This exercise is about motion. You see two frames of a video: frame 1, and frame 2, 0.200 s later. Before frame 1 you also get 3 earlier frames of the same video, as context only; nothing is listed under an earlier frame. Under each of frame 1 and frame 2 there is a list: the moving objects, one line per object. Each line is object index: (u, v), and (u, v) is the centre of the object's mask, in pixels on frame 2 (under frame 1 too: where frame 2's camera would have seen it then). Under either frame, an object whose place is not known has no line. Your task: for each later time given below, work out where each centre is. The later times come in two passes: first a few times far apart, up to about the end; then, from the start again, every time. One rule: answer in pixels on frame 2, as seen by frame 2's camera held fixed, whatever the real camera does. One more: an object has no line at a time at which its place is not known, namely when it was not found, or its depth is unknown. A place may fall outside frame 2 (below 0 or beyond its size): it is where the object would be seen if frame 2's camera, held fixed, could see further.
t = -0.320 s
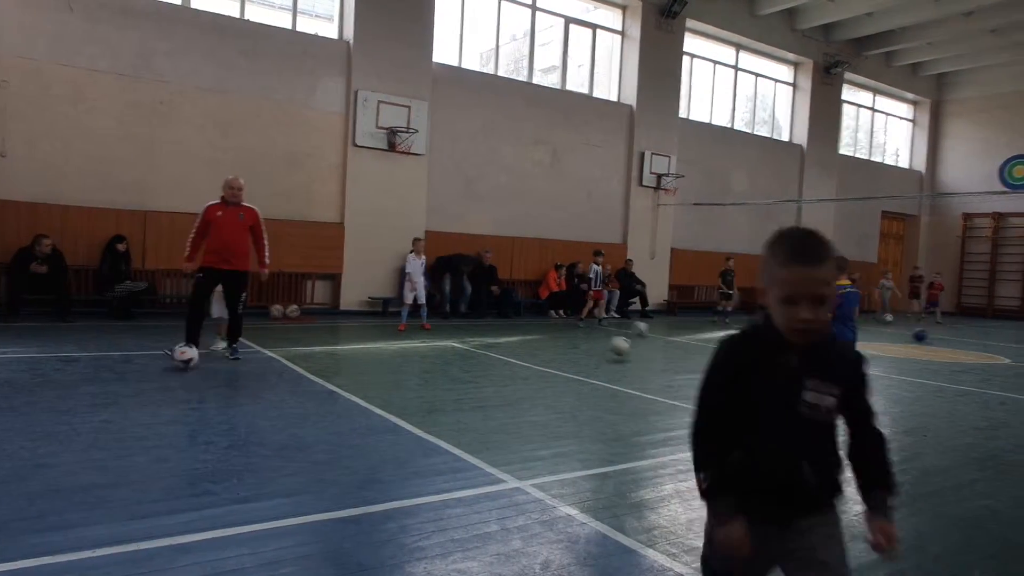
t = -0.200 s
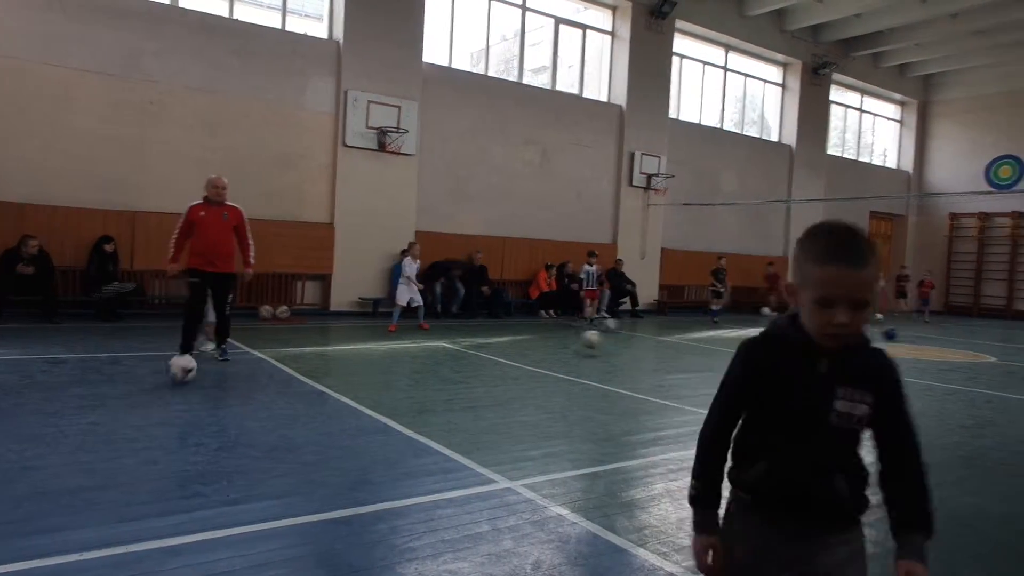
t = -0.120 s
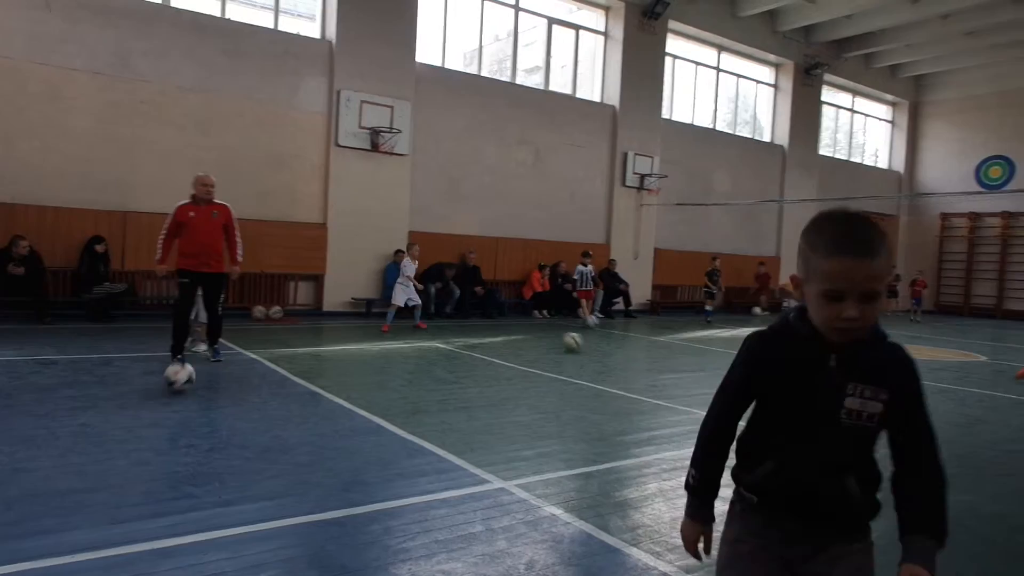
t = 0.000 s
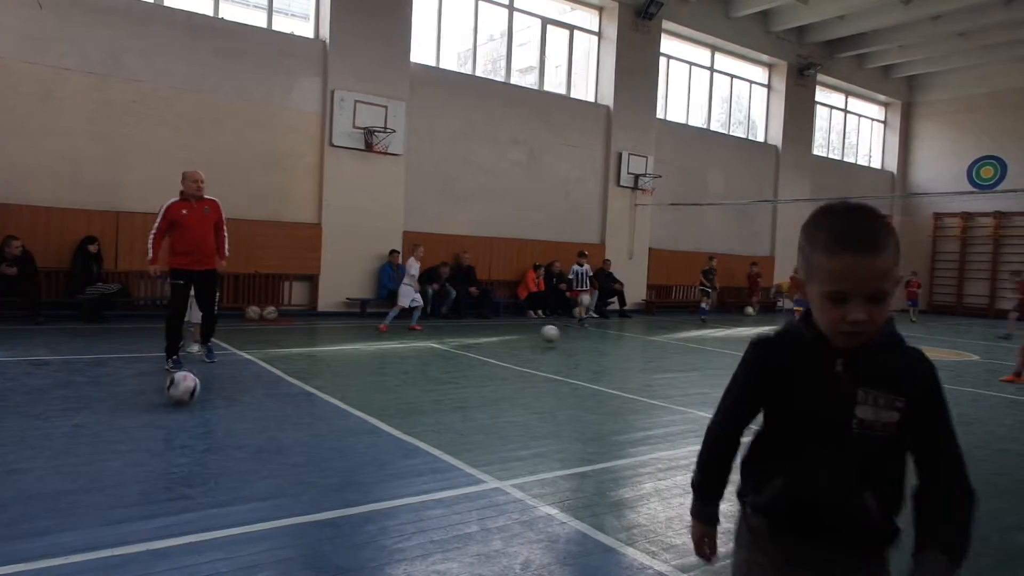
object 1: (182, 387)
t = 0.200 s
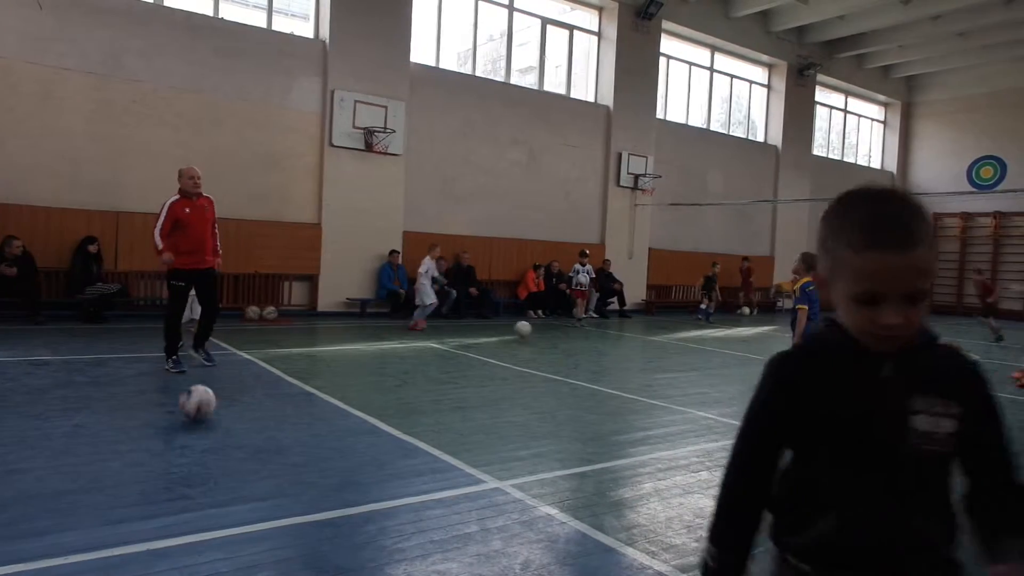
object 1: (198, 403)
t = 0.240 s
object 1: (201, 406)
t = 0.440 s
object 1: (219, 425)
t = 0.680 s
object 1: (247, 452)
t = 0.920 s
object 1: (287, 488)
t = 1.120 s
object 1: (327, 524)
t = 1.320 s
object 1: (385, 557)
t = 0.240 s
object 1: (201, 406)
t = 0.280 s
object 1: (205, 410)
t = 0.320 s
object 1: (208, 413)
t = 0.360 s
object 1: (212, 416)
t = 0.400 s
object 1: (216, 420)
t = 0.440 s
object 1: (219, 425)
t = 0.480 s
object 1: (224, 428)
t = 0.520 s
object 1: (228, 433)
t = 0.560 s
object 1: (232, 437)
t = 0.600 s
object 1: (237, 441)
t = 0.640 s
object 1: (243, 447)
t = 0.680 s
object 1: (247, 452)
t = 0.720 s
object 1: (253, 456)
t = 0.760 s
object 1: (259, 462)
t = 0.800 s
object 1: (265, 468)
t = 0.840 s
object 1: (271, 472)
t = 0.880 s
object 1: (279, 479)
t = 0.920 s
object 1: (287, 488)
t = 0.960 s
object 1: (293, 494)
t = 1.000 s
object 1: (301, 501)
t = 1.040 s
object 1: (309, 508)
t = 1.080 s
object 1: (318, 517)
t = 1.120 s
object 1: (327, 524)
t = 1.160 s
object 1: (338, 537)
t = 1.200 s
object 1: (348, 541)
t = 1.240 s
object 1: (359, 547)
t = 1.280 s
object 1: (371, 552)
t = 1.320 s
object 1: (385, 557)
